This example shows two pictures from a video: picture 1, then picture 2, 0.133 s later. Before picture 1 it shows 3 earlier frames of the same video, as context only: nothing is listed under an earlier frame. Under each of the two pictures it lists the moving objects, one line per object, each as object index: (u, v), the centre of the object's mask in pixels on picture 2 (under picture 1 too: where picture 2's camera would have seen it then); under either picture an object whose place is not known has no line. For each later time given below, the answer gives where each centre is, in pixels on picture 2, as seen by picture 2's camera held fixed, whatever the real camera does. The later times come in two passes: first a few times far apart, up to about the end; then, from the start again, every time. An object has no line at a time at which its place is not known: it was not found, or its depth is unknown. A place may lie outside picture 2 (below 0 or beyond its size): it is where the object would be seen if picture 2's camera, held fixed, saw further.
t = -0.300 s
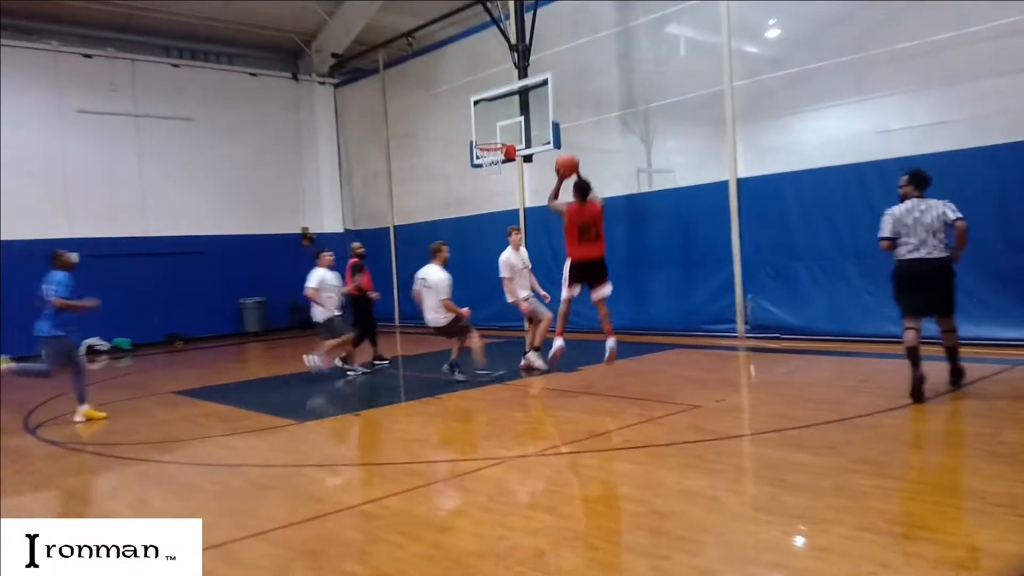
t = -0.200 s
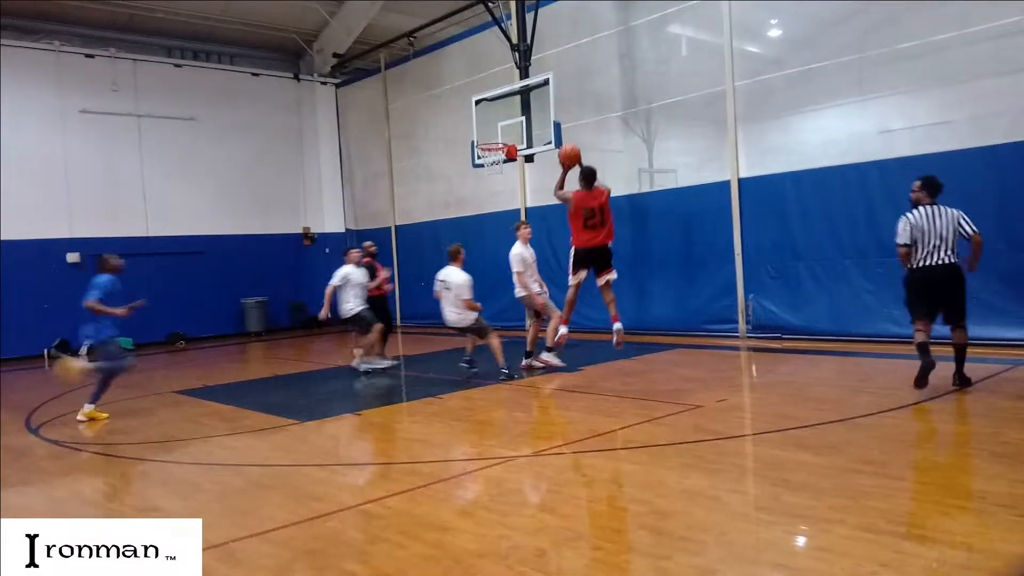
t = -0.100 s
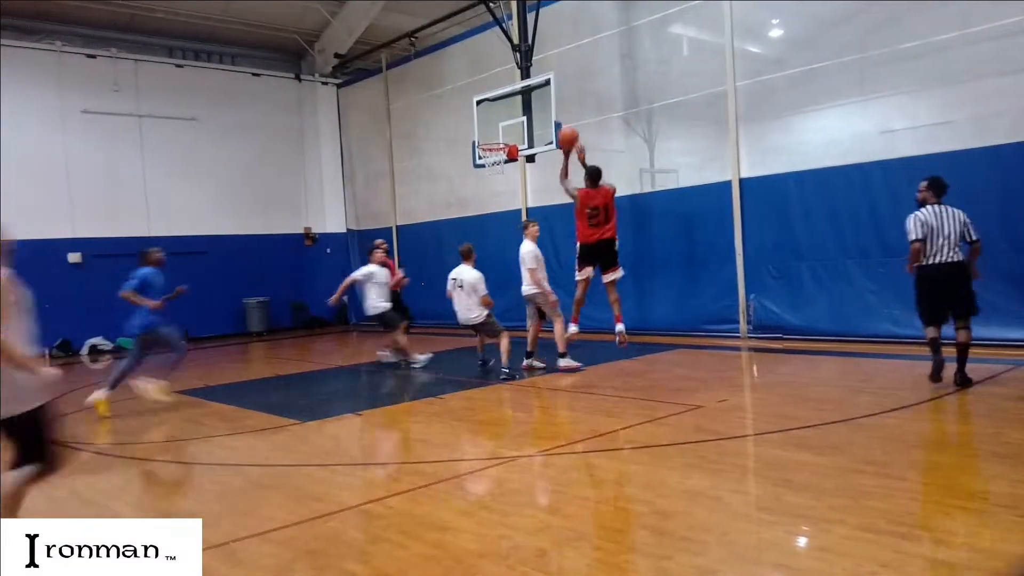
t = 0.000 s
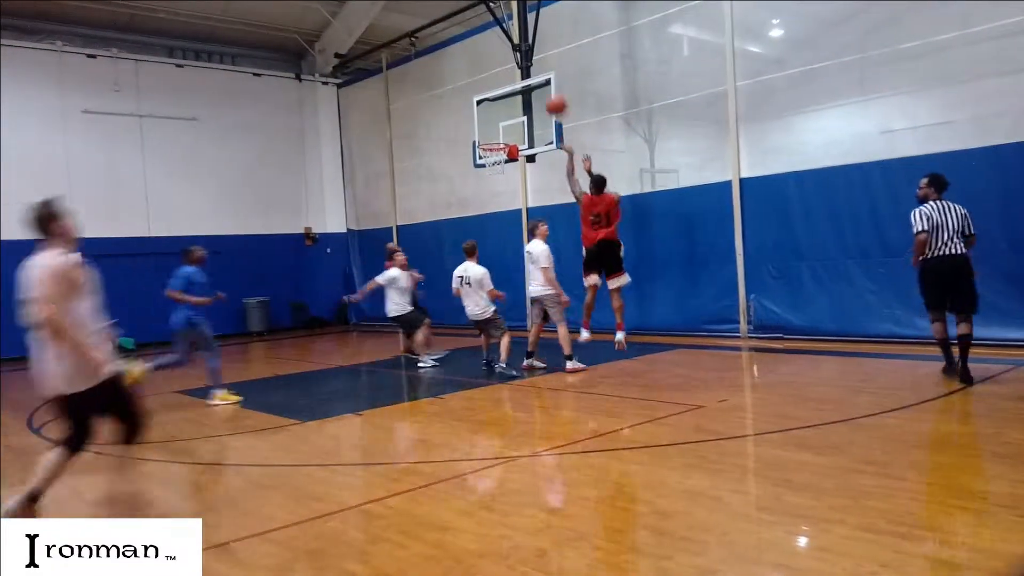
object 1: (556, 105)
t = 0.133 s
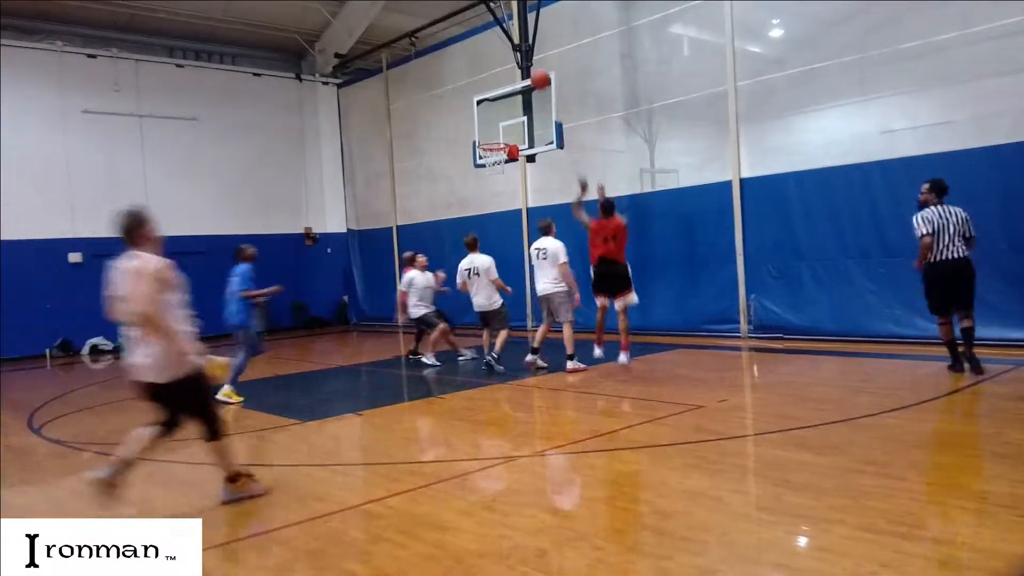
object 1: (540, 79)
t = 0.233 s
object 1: (530, 70)
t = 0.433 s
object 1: (512, 77)
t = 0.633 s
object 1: (500, 111)
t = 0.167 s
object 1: (536, 75)
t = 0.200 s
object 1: (533, 71)
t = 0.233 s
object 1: (530, 70)
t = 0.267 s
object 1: (527, 69)
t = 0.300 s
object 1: (523, 69)
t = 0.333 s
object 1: (521, 70)
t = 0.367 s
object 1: (519, 71)
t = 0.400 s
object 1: (515, 74)
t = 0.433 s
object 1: (512, 77)
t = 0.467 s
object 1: (511, 81)
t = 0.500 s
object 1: (508, 85)
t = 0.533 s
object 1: (506, 91)
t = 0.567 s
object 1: (504, 98)
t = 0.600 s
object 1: (502, 103)
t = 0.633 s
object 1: (500, 111)
